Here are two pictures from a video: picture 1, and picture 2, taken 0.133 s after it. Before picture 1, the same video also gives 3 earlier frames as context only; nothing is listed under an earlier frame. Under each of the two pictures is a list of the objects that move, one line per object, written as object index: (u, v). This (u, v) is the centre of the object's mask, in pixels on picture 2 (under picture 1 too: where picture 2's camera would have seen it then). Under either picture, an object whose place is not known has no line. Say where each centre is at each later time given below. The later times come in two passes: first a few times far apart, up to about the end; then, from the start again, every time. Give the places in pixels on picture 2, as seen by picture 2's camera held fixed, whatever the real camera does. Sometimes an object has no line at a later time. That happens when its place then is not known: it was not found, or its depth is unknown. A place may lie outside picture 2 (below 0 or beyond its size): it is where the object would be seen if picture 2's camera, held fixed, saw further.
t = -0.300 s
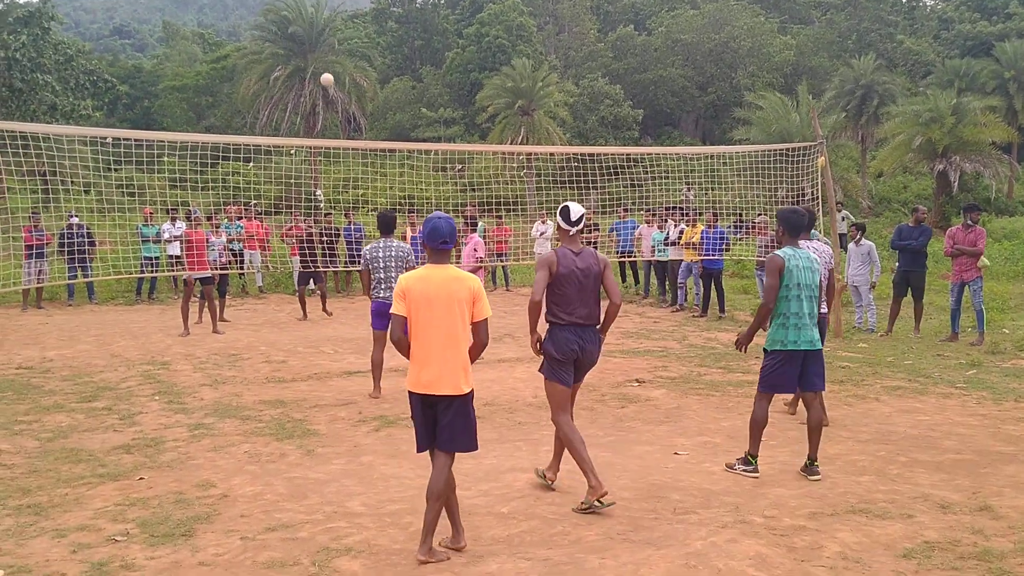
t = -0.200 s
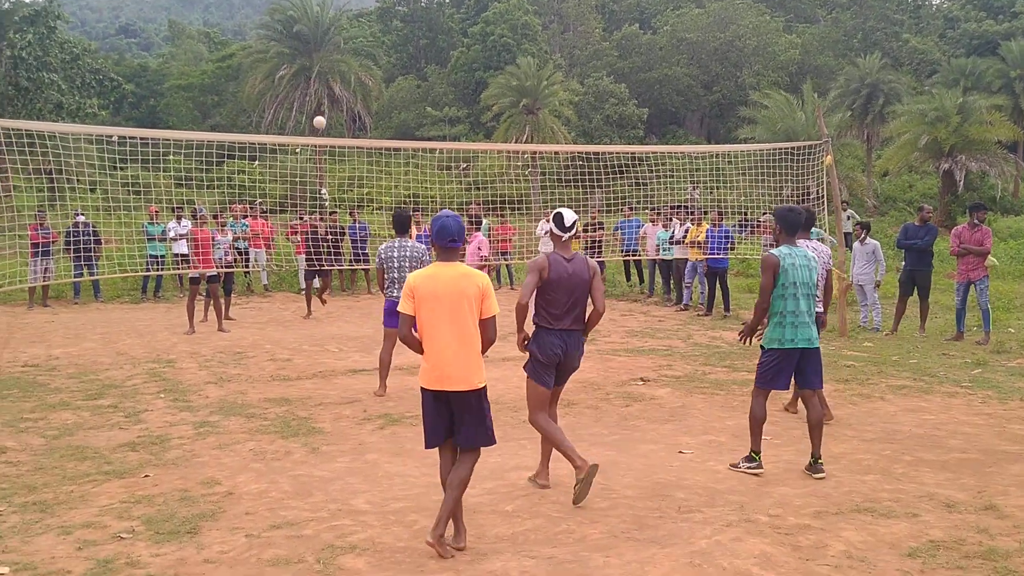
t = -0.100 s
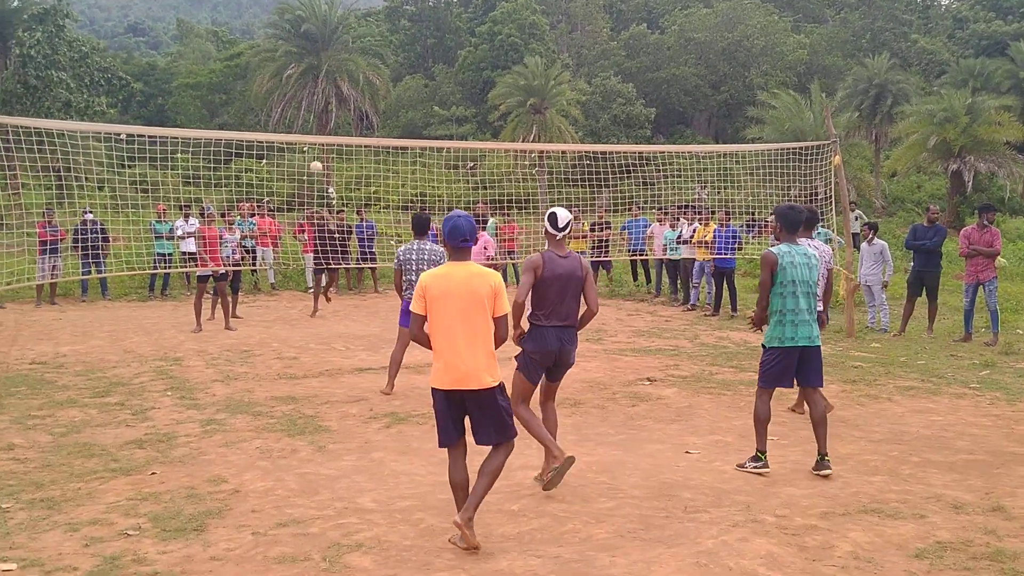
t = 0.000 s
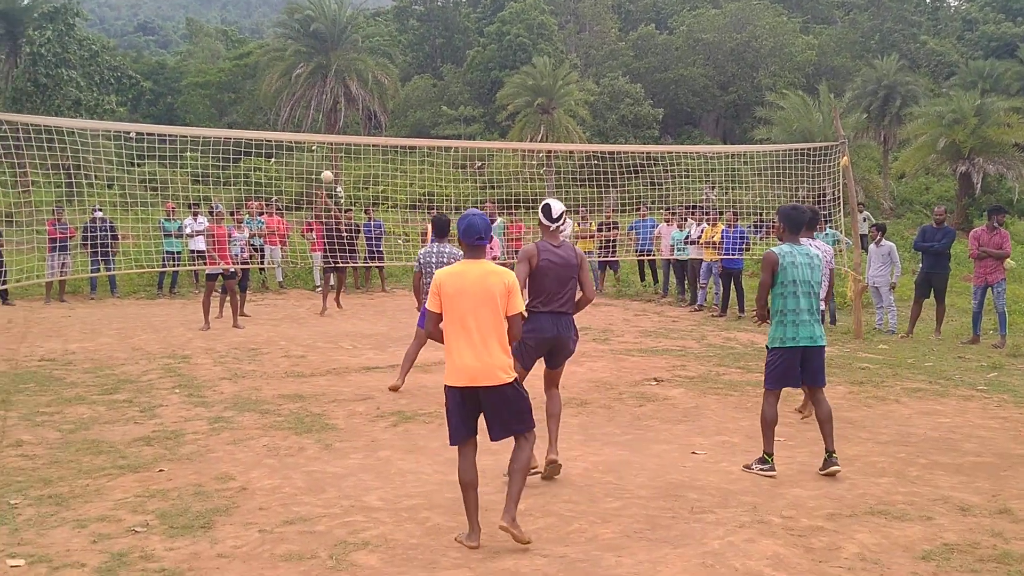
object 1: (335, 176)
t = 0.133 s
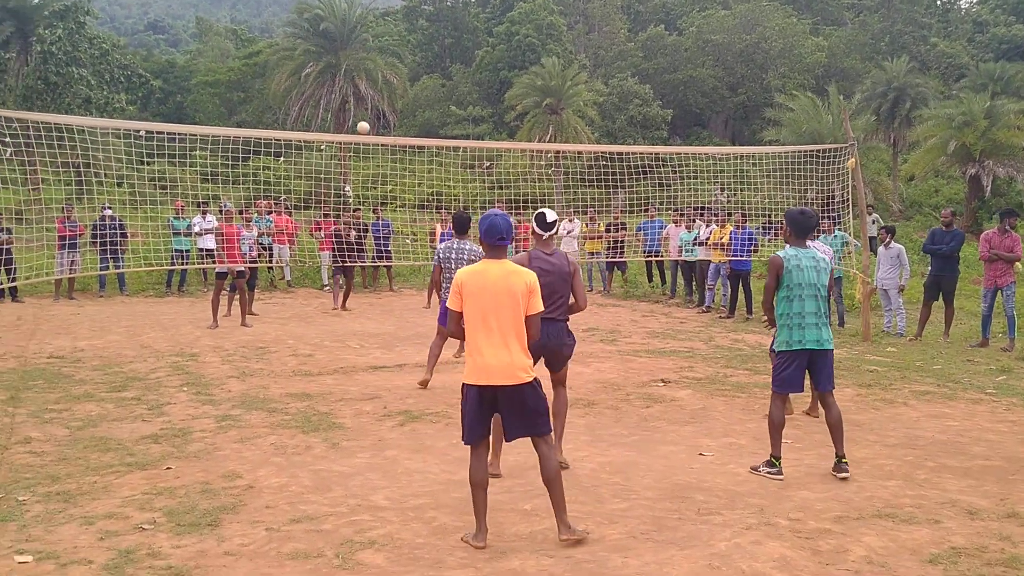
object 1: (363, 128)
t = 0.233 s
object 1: (386, 95)
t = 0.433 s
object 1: (435, 45)
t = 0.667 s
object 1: (506, 18)
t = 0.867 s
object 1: (580, 30)
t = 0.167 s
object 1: (370, 117)
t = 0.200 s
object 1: (378, 105)
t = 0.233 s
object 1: (386, 95)
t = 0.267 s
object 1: (393, 85)
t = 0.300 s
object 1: (401, 77)
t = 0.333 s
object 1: (409, 67)
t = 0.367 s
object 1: (418, 59)
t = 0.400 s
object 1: (426, 52)
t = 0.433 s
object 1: (435, 45)
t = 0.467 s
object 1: (444, 39)
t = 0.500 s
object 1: (454, 34)
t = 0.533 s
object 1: (463, 29)
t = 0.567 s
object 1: (474, 25)
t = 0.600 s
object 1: (484, 22)
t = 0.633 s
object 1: (495, 20)
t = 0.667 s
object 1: (506, 18)
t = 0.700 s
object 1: (517, 17)
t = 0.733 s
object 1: (529, 17)
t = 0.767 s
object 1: (541, 19)
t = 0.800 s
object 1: (554, 21)
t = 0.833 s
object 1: (567, 25)
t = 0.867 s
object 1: (580, 30)
